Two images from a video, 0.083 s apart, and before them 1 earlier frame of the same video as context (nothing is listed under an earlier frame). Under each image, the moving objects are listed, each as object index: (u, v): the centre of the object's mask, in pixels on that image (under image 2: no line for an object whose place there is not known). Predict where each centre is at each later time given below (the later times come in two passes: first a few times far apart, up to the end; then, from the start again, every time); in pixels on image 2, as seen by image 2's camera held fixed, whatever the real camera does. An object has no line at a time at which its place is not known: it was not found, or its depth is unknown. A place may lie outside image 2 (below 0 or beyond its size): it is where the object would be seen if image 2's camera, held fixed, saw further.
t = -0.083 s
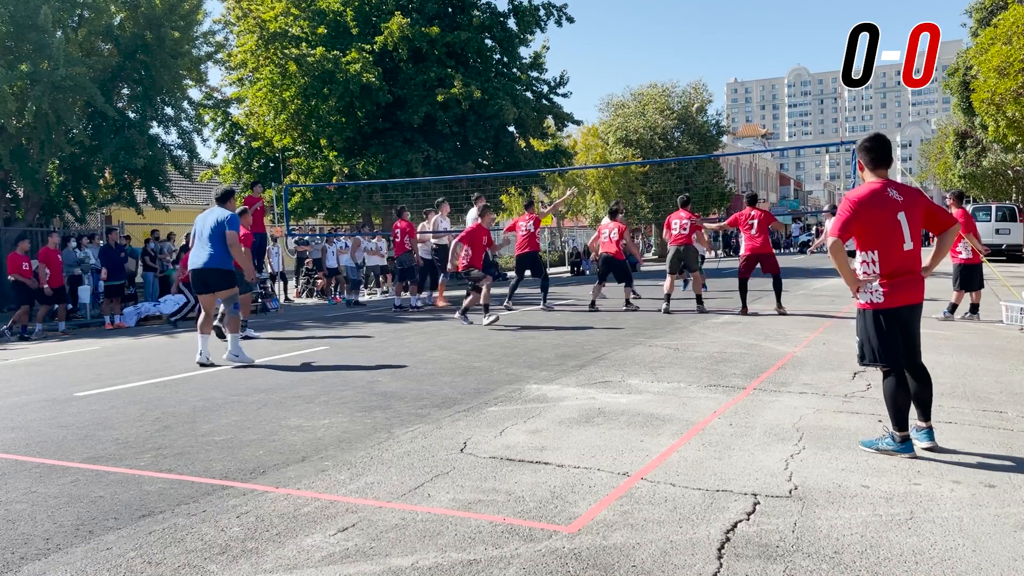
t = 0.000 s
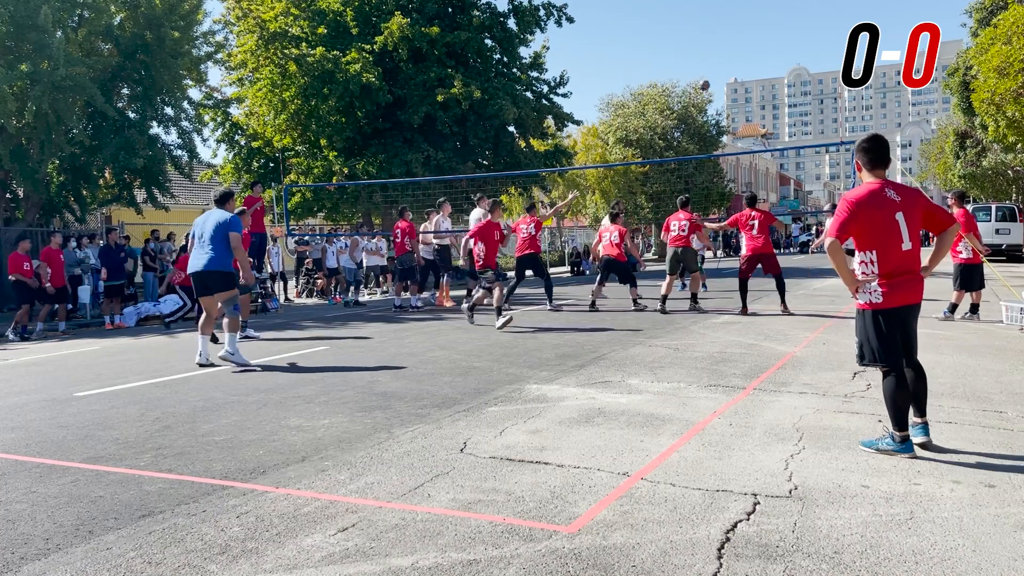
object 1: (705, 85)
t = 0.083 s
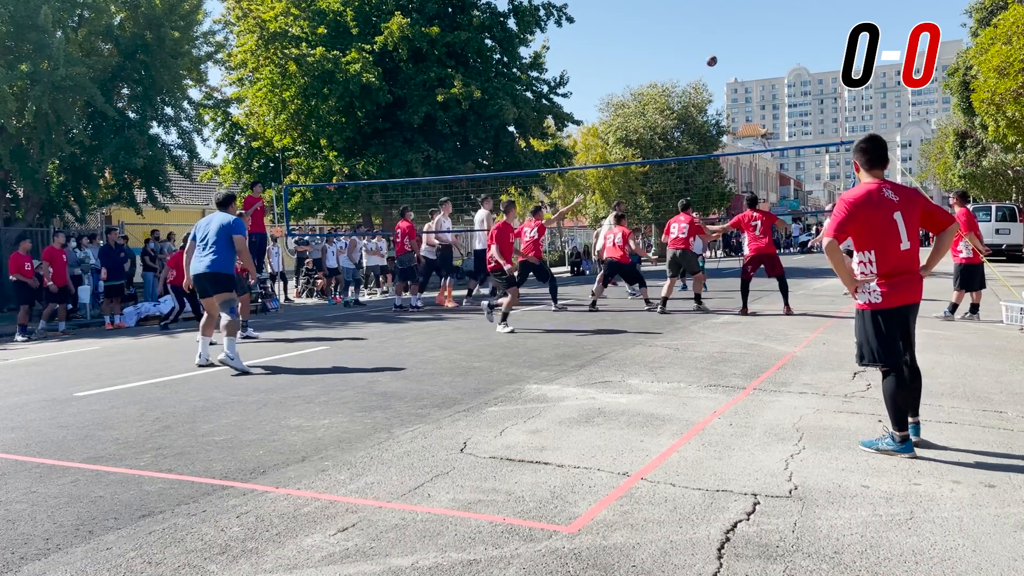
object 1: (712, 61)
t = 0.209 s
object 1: (720, 39)
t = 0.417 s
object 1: (739, 17)
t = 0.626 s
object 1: (757, 19)
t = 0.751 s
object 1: (768, 32)
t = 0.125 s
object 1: (715, 51)
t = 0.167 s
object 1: (718, 44)
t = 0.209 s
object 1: (720, 39)
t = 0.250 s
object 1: (725, 31)
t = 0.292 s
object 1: (727, 27)
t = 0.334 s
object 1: (731, 22)
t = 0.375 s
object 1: (734, 20)
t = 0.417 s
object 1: (739, 17)
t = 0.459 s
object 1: (742, 15)
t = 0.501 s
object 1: (746, 15)
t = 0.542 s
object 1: (749, 15)
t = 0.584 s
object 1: (754, 17)
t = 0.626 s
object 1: (757, 19)
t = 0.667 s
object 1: (760, 22)
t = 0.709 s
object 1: (765, 27)
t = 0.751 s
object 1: (768, 32)
